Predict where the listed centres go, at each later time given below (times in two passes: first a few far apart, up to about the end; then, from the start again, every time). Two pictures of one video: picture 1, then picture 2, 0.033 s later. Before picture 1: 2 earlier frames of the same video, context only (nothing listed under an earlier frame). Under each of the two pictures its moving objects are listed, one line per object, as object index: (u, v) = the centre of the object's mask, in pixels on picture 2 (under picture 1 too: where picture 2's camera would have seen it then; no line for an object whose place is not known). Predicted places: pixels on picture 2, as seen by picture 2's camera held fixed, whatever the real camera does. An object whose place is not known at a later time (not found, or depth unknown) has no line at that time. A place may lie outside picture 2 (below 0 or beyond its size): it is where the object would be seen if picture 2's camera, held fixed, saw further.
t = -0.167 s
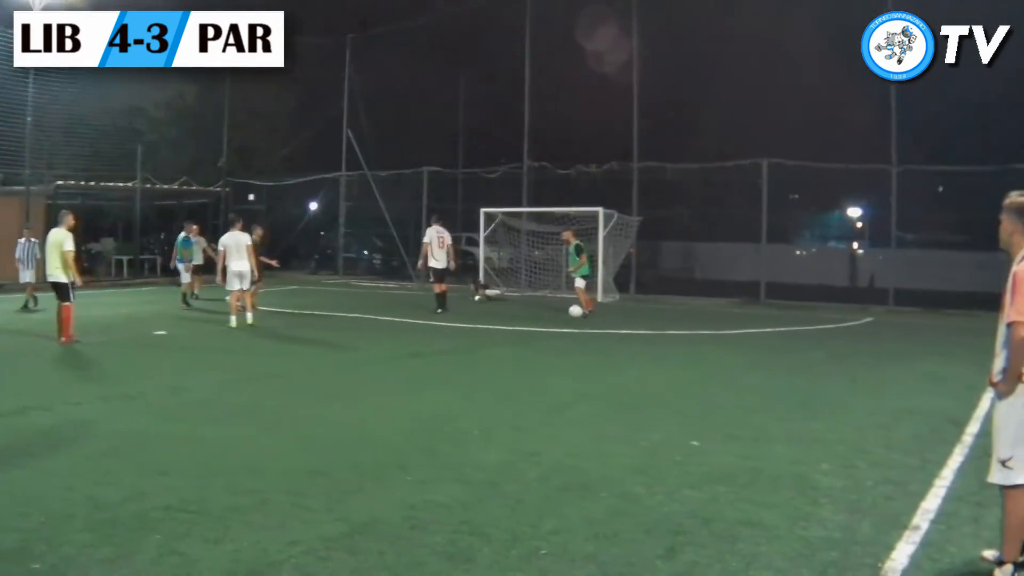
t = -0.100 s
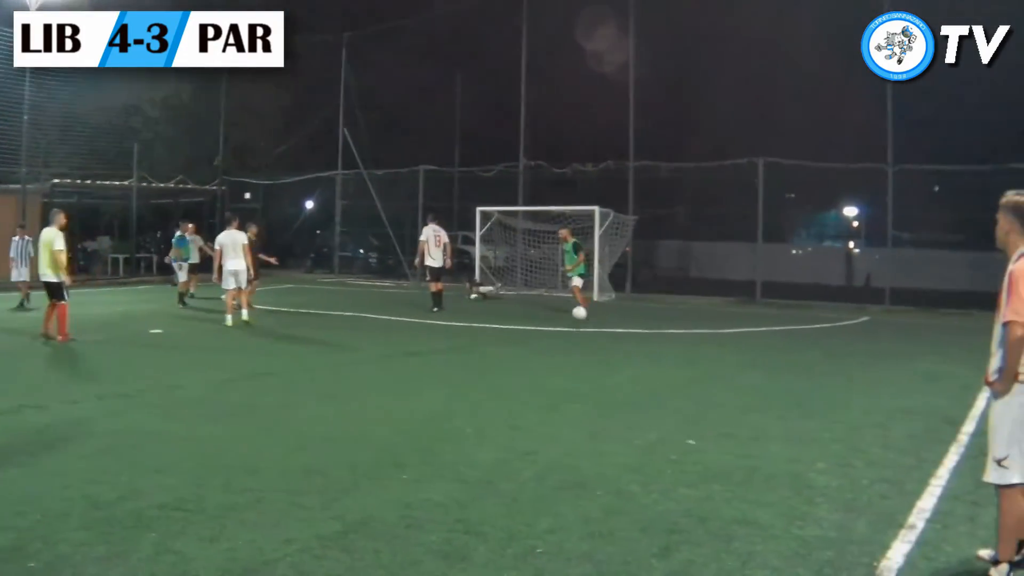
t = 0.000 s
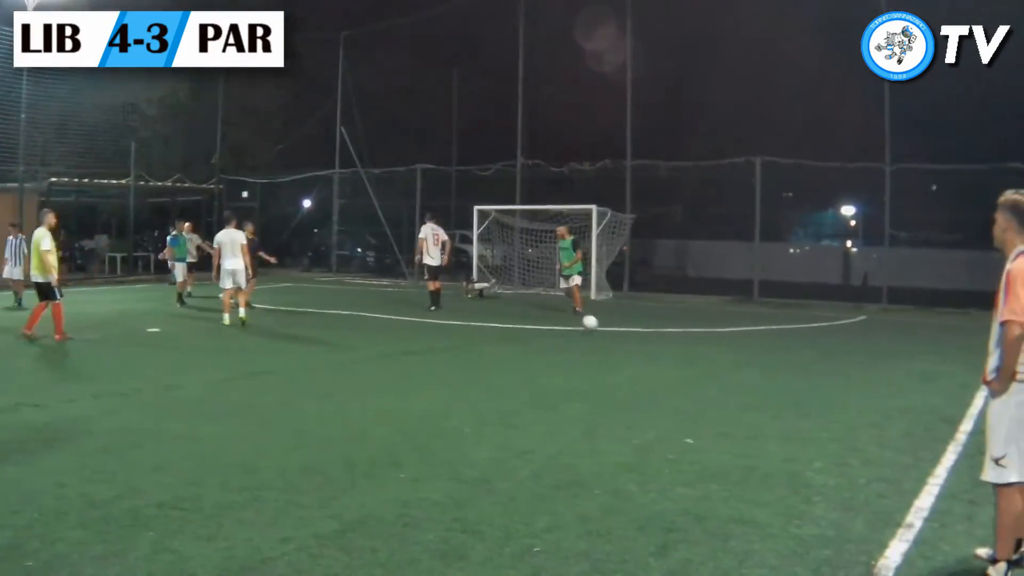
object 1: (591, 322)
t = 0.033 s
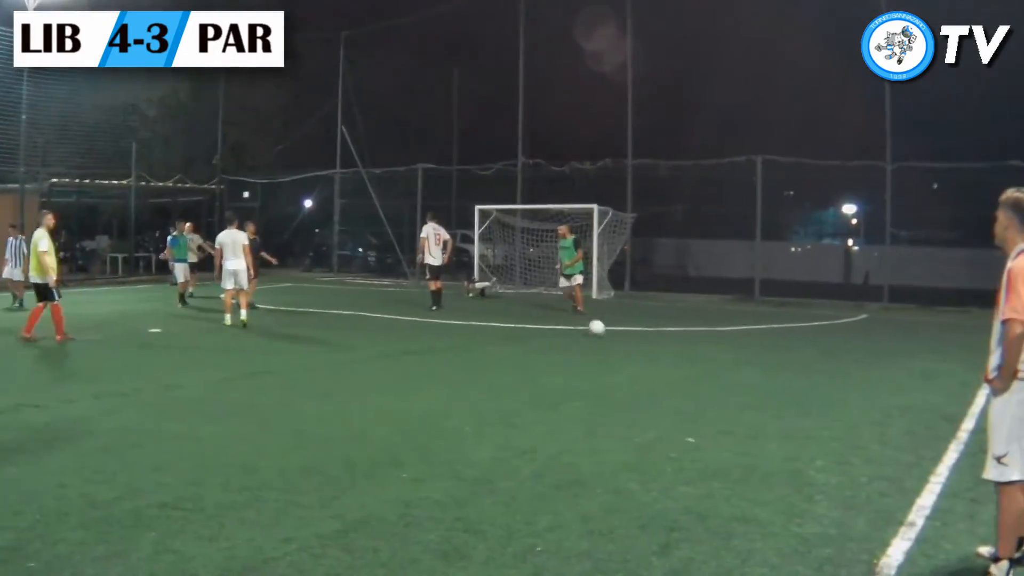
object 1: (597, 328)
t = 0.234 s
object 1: (626, 336)
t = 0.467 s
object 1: (671, 354)
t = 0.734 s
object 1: (744, 396)
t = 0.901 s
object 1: (807, 423)
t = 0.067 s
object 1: (601, 331)
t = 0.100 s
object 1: (605, 331)
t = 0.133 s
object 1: (610, 331)
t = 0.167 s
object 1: (614, 331)
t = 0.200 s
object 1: (620, 333)
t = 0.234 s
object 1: (626, 336)
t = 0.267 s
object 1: (632, 341)
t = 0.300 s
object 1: (638, 346)
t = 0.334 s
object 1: (644, 352)
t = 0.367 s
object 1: (651, 351)
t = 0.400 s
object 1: (657, 351)
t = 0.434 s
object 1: (664, 352)
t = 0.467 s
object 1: (671, 354)
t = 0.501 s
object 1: (679, 358)
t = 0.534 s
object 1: (687, 363)
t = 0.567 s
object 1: (695, 370)
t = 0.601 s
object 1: (703, 377)
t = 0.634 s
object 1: (712, 383)
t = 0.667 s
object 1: (722, 386)
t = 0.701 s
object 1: (733, 389)
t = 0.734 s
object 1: (744, 396)
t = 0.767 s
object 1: (755, 401)
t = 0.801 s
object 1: (767, 406)
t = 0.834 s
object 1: (780, 412)
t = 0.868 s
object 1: (793, 417)
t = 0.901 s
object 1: (807, 423)
